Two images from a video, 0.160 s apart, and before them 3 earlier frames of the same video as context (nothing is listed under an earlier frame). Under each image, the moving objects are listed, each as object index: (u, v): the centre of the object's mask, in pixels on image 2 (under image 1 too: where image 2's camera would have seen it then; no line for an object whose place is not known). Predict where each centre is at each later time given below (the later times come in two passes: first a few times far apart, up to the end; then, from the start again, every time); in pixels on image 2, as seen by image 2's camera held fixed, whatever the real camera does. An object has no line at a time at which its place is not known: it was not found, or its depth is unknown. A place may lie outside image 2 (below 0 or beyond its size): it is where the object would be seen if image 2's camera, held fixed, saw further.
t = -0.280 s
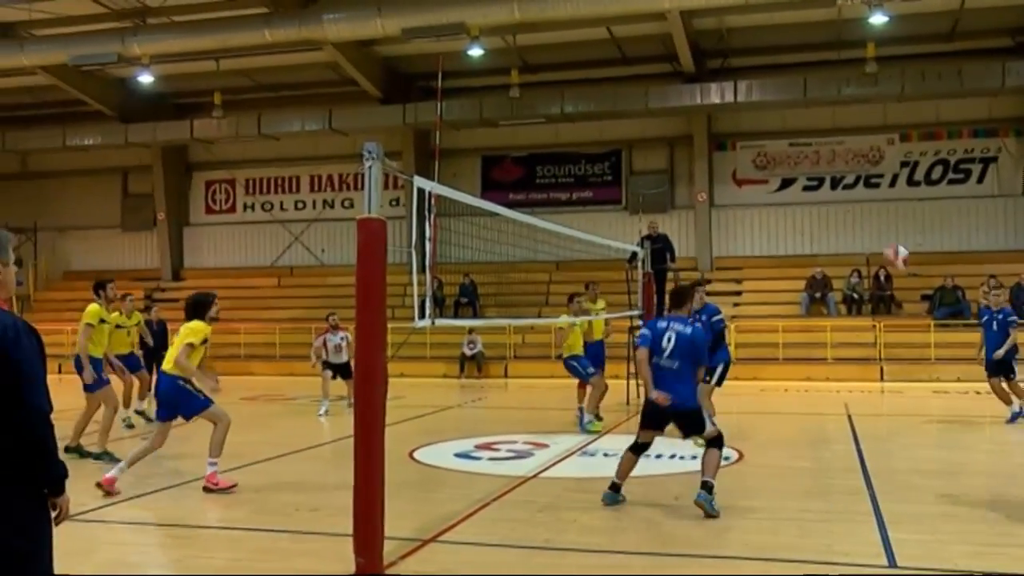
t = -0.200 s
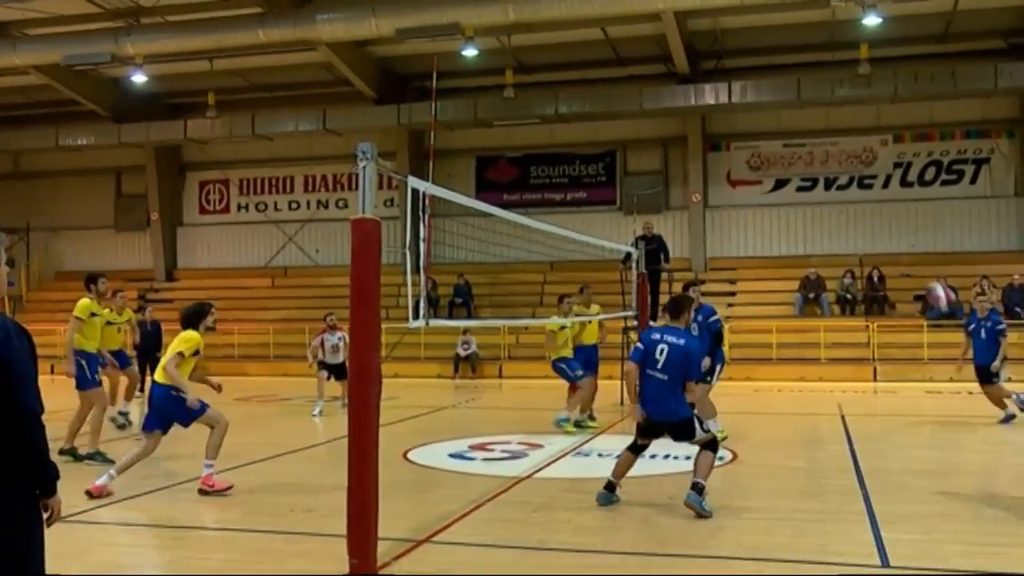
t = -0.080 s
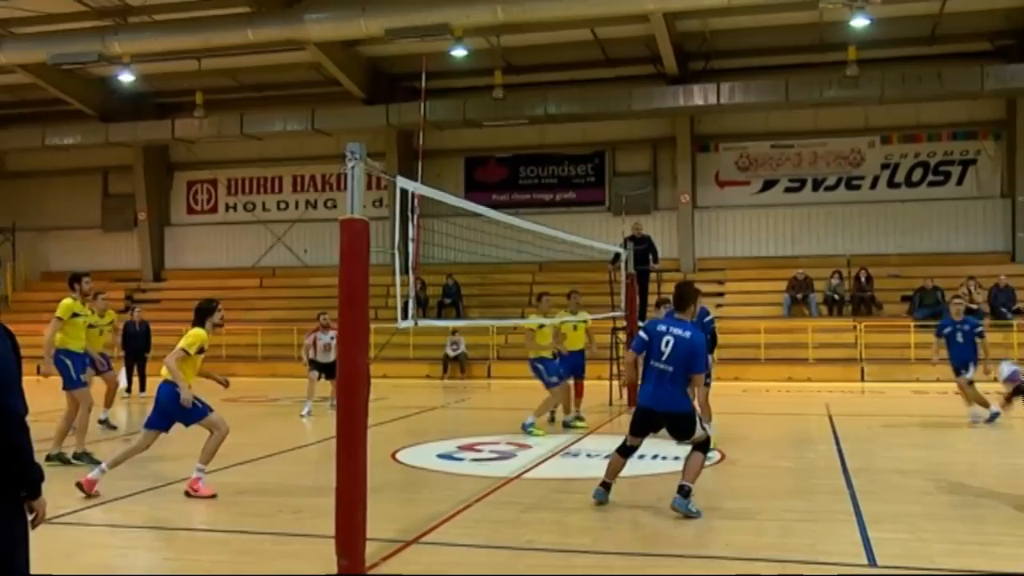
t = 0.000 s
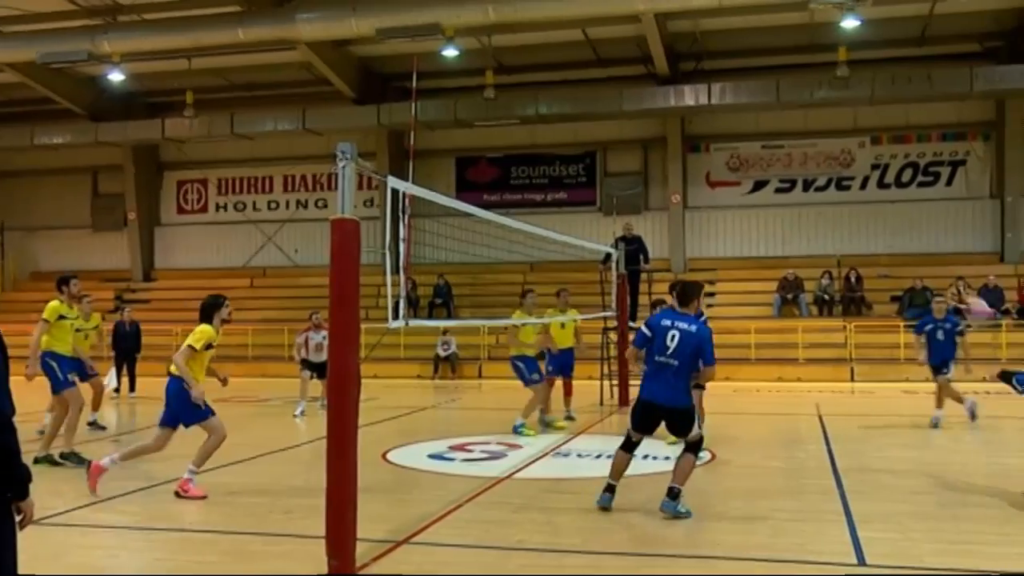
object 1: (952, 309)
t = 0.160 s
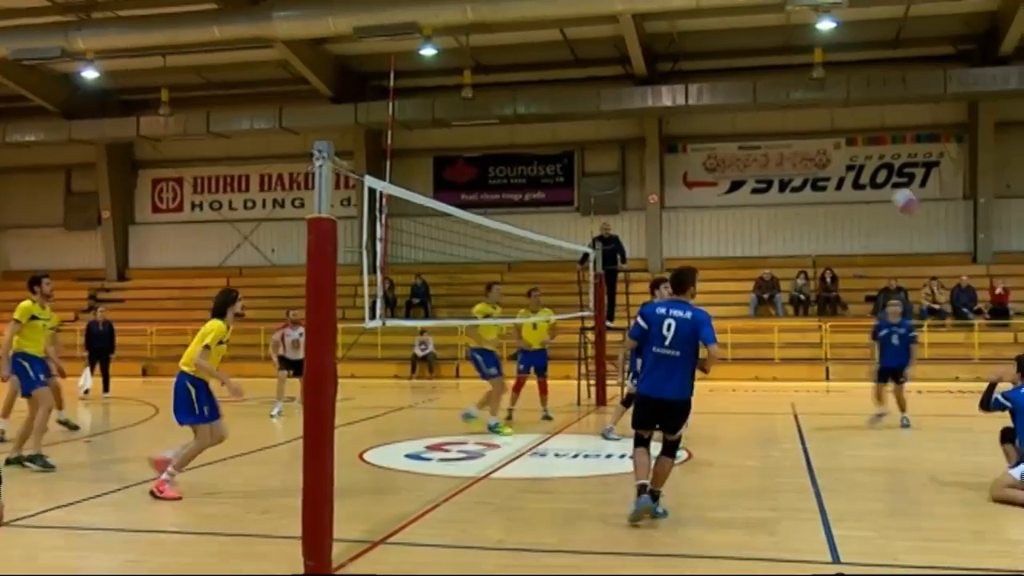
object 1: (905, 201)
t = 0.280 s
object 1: (873, 141)
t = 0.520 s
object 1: (818, 78)
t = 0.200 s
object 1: (895, 180)
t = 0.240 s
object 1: (883, 161)
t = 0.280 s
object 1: (873, 141)
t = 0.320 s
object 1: (864, 130)
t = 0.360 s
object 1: (854, 114)
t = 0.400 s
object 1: (845, 103)
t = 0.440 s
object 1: (834, 92)
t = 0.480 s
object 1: (828, 86)
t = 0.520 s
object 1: (818, 78)
